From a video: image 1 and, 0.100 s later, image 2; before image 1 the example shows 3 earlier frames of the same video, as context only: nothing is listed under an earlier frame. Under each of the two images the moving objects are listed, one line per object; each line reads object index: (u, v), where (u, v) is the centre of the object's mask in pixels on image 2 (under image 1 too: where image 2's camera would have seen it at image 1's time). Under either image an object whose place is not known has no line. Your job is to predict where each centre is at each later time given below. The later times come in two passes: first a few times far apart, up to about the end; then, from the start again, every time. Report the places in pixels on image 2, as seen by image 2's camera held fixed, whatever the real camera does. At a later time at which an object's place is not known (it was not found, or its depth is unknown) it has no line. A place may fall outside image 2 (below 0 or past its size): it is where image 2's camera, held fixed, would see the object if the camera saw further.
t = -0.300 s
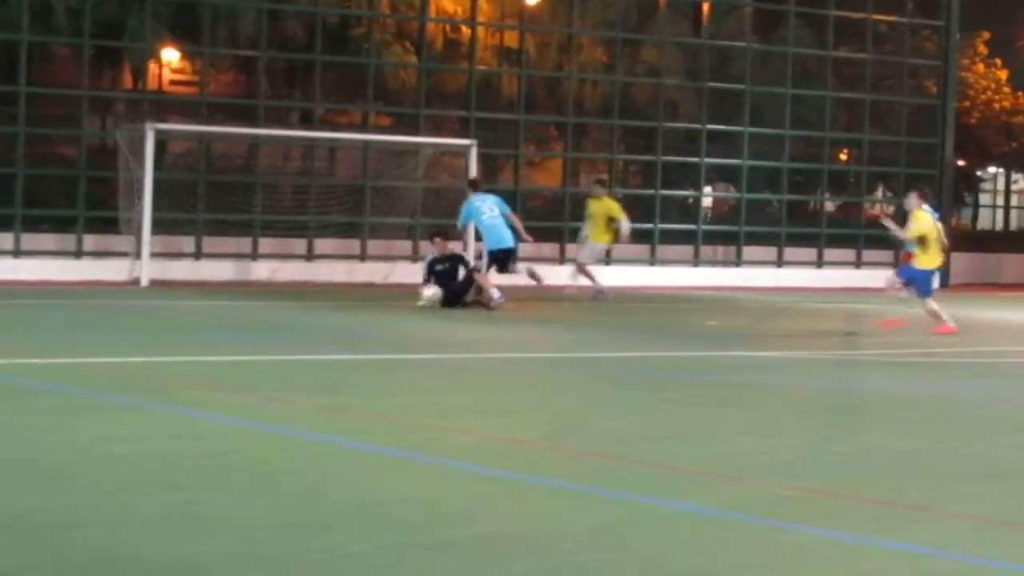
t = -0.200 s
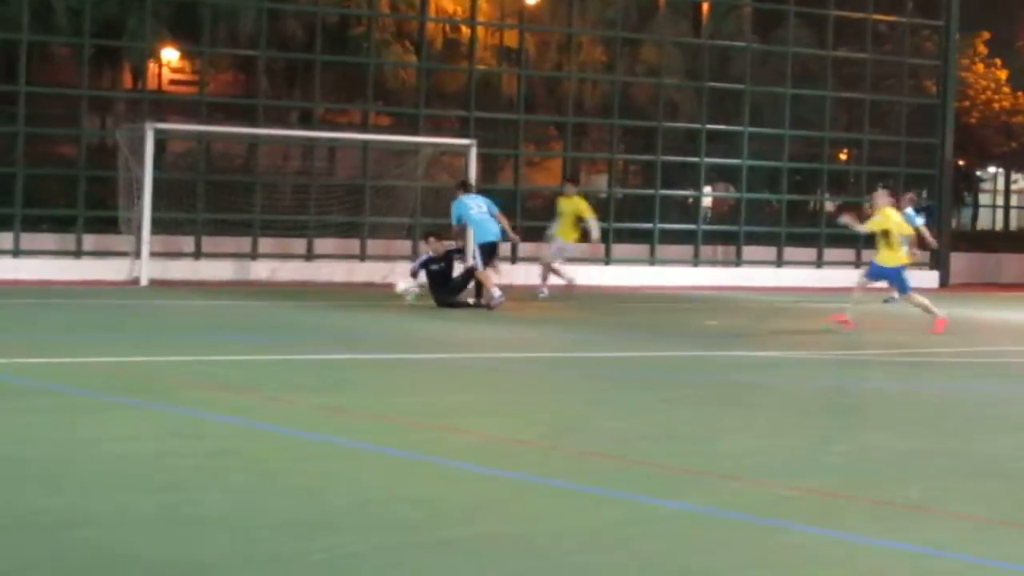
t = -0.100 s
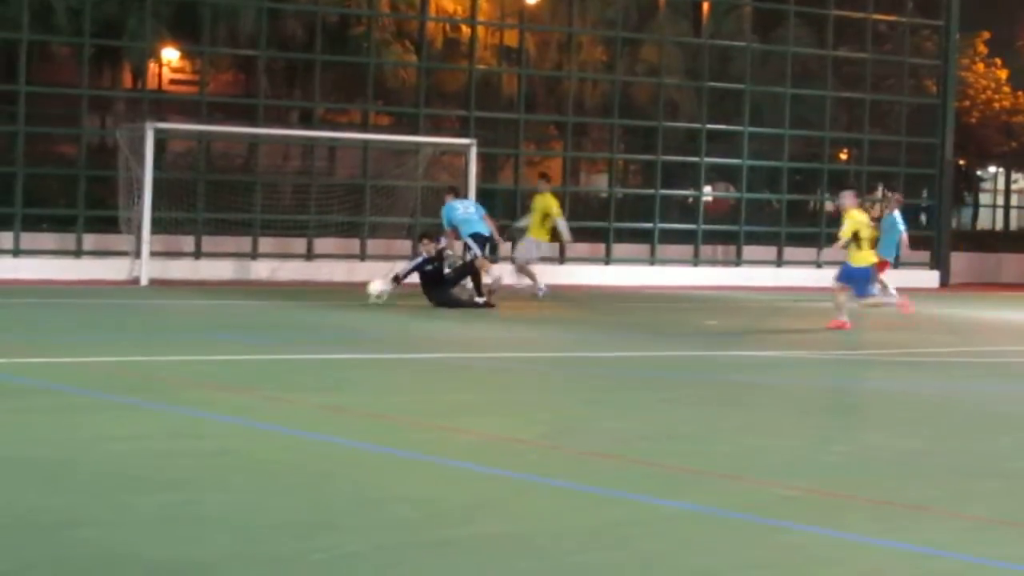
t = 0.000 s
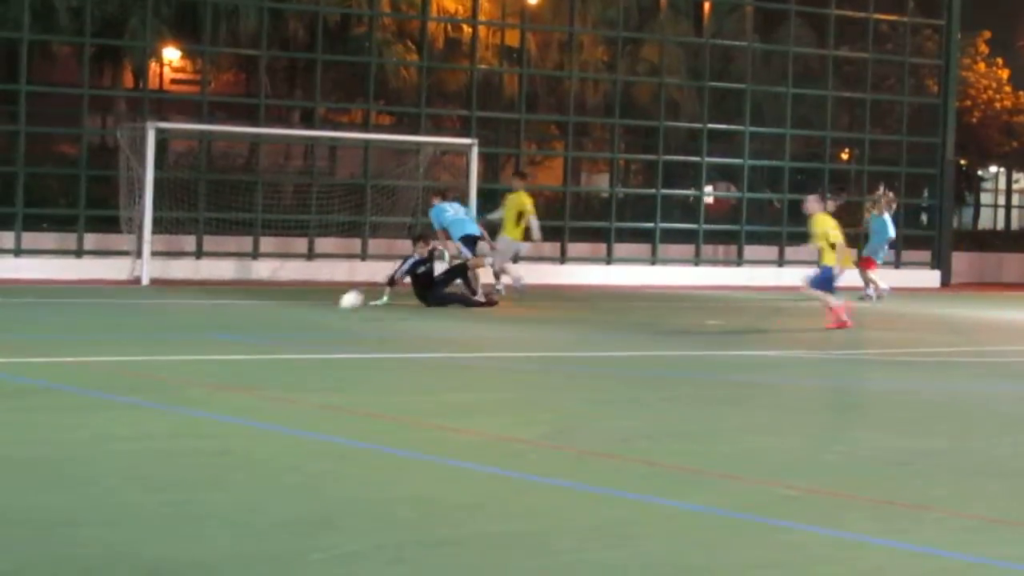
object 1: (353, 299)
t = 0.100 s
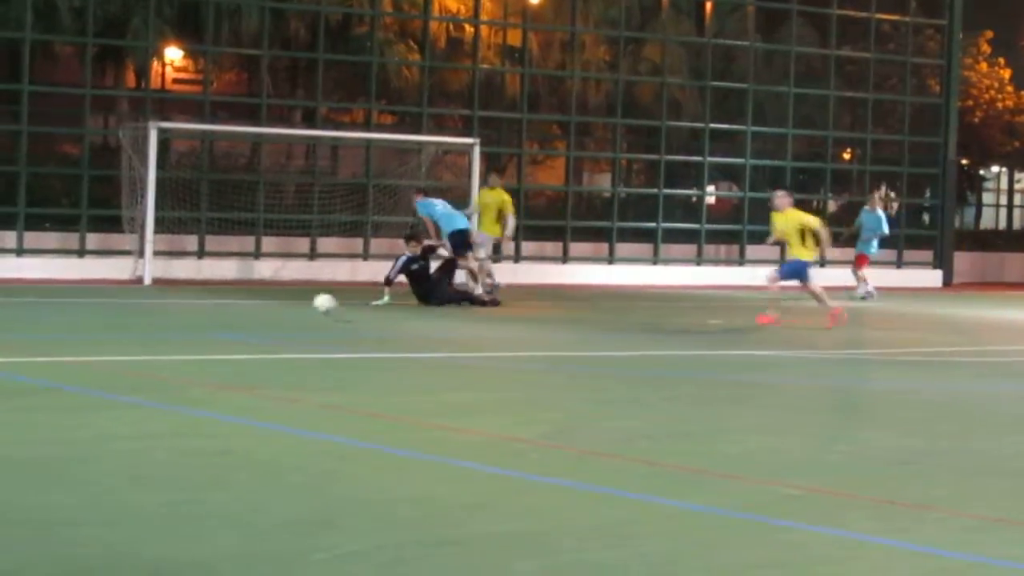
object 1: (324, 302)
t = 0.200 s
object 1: (295, 296)
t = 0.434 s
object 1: (222, 310)
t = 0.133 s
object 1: (314, 298)
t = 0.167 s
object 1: (305, 297)
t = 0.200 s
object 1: (295, 296)
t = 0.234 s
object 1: (285, 296)
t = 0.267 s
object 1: (276, 298)
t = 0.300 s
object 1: (265, 301)
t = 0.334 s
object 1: (254, 305)
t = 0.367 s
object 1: (244, 311)
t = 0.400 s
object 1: (232, 313)
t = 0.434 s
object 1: (222, 310)
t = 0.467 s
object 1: (211, 308)
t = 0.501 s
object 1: (199, 308)
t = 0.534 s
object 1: (187, 308)
